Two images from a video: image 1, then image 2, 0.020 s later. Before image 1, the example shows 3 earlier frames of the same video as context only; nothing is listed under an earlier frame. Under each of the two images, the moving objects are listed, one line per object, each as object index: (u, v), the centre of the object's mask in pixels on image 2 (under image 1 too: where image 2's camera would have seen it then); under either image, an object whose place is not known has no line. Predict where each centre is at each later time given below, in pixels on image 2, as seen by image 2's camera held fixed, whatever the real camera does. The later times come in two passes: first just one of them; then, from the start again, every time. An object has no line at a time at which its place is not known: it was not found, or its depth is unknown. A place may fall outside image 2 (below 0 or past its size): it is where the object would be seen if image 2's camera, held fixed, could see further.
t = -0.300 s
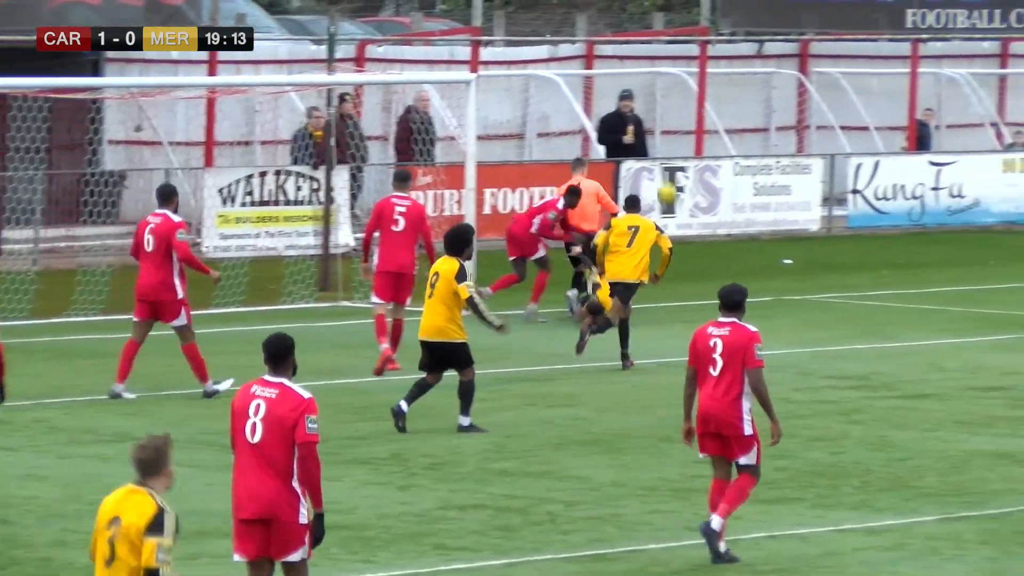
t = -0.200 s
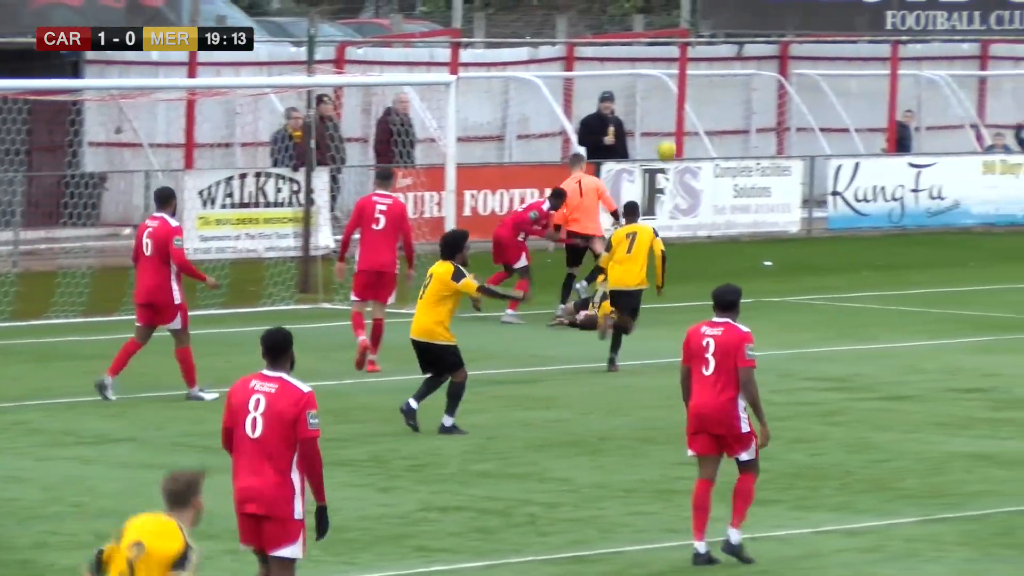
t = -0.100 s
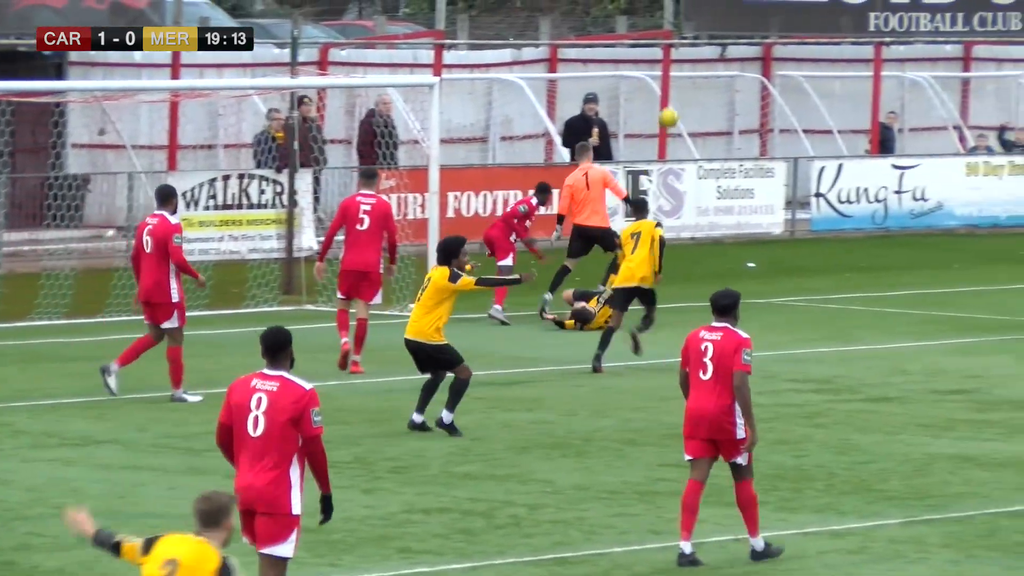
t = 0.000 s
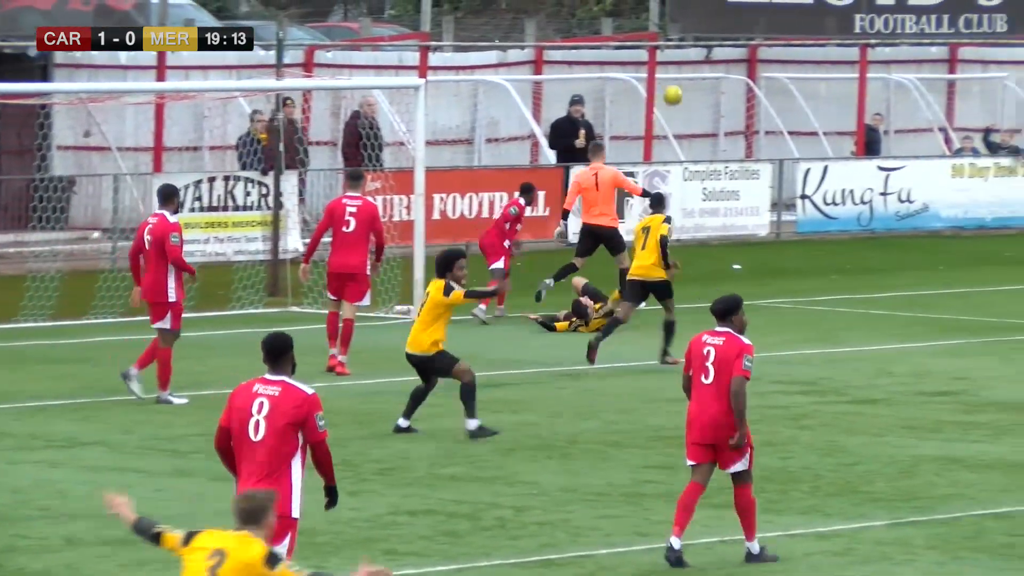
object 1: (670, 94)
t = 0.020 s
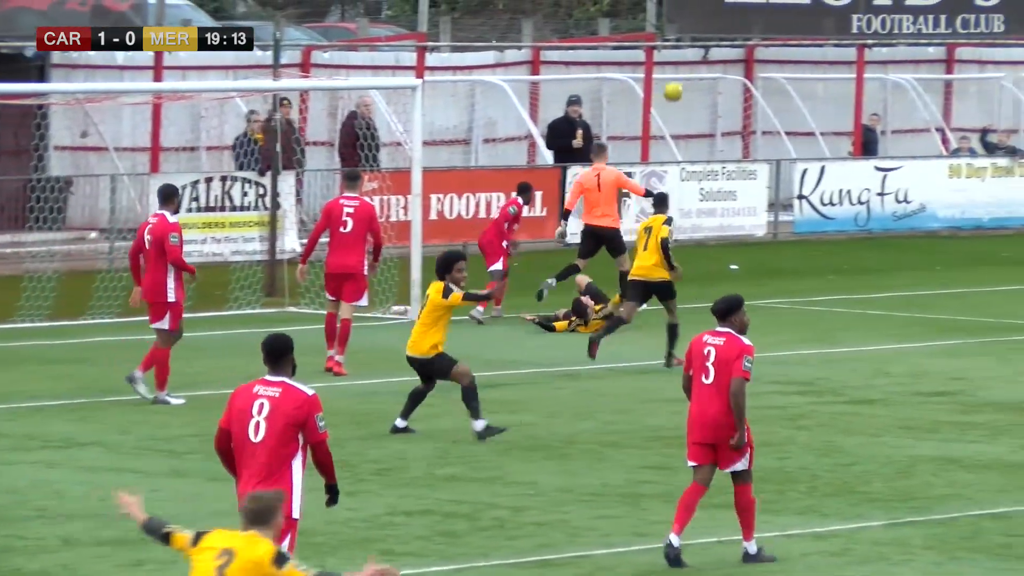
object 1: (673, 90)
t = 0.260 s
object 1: (710, 75)
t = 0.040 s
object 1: (676, 87)
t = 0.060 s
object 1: (680, 84)
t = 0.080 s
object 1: (683, 82)
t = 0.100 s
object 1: (686, 80)
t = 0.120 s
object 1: (688, 77)
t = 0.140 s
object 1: (692, 76)
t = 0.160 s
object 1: (695, 75)
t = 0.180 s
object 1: (698, 75)
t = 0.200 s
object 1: (701, 74)
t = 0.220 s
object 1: (704, 74)
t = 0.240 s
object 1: (707, 75)
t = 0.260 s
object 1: (710, 75)
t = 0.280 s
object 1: (713, 77)
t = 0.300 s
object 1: (716, 78)
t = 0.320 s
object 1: (718, 80)
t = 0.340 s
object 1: (721, 82)
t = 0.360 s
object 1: (724, 85)
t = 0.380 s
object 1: (728, 88)
